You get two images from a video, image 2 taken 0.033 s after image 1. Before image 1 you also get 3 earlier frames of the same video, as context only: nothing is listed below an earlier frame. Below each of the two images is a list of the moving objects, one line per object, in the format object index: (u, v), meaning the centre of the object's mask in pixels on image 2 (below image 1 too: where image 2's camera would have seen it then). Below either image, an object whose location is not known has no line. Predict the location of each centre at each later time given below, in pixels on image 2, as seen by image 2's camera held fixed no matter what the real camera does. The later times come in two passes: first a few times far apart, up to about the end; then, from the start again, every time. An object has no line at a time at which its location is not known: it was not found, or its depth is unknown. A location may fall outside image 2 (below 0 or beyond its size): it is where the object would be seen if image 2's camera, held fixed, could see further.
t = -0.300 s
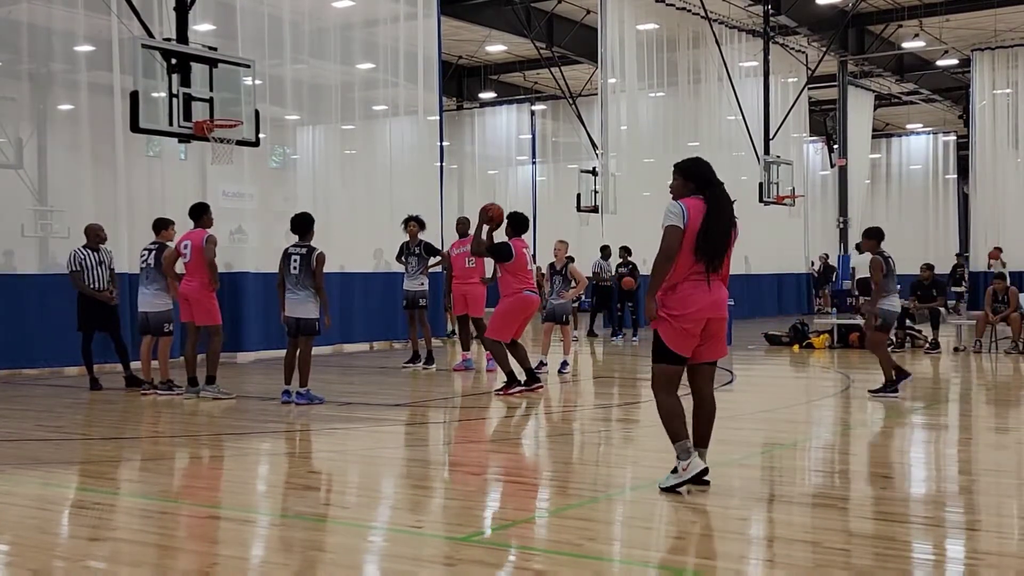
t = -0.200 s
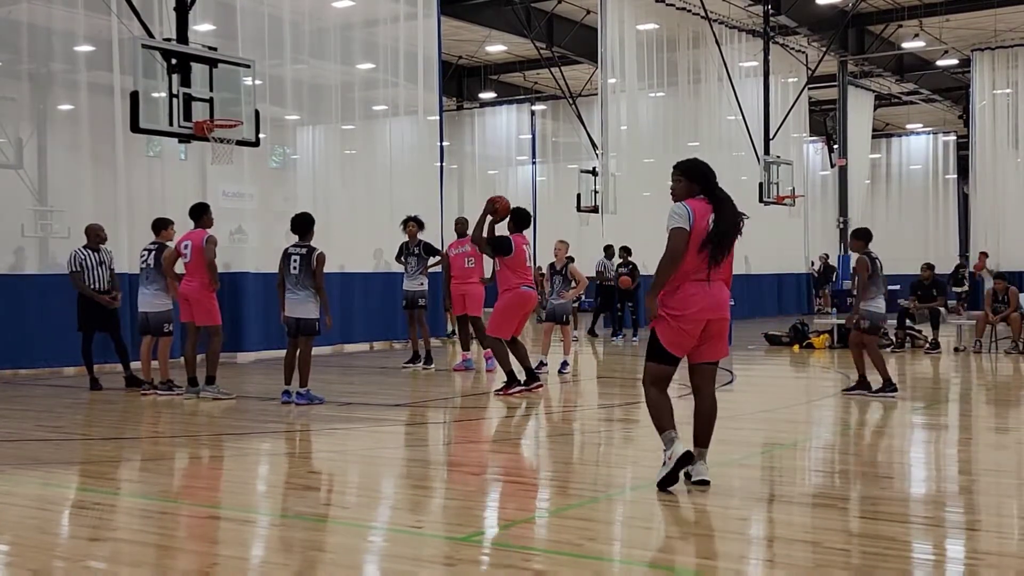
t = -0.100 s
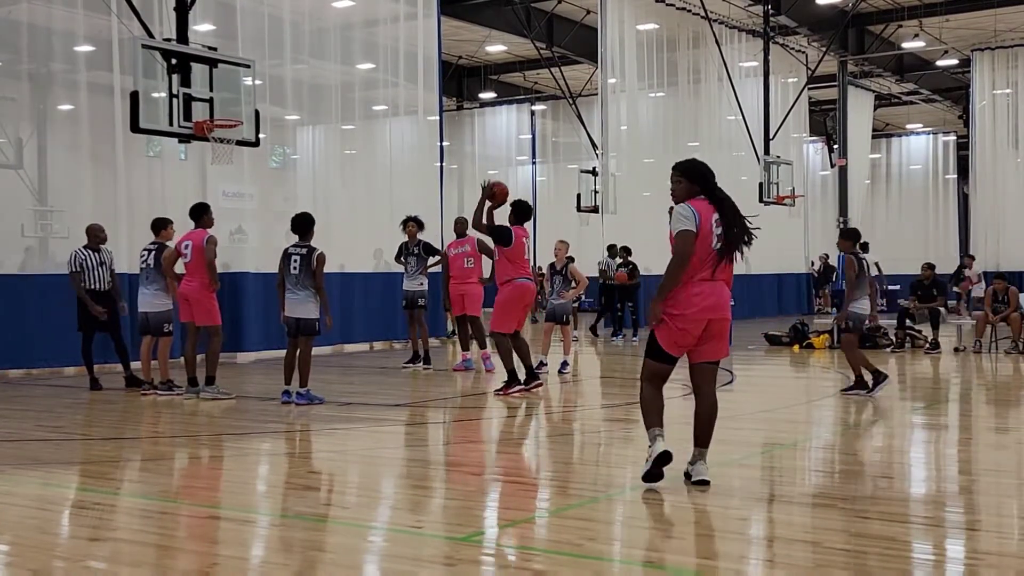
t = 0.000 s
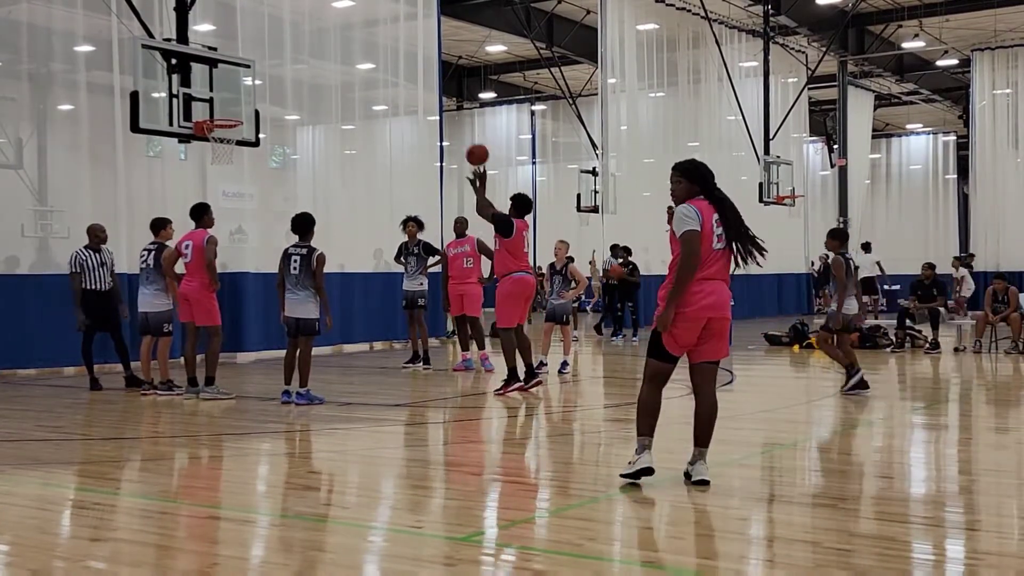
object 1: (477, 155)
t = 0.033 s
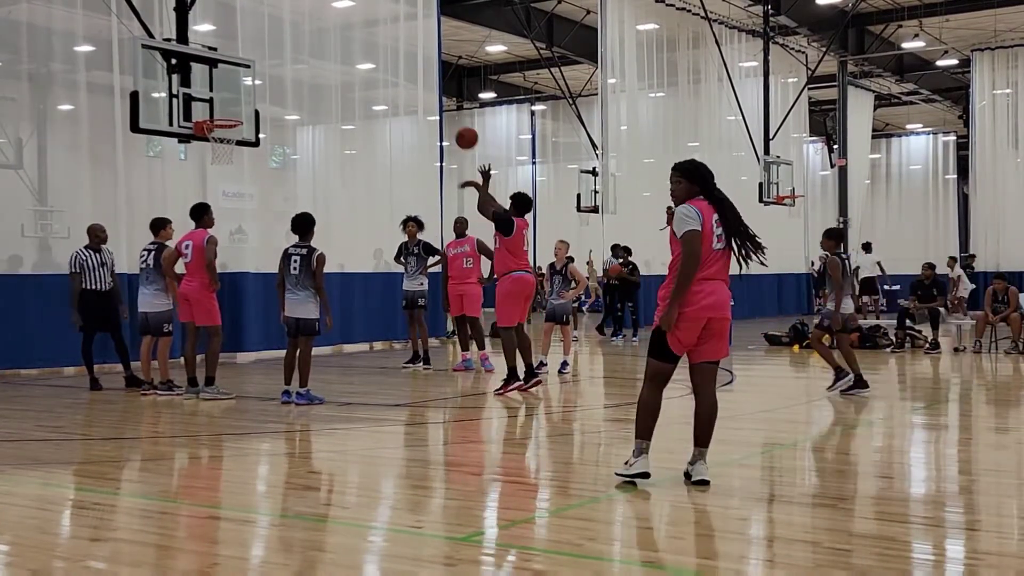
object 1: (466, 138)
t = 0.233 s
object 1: (406, 63)
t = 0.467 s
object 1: (344, 25)
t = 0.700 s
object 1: (287, 36)
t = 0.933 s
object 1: (236, 91)
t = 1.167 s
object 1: (227, 115)
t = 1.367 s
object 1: (218, 98)
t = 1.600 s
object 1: (207, 110)
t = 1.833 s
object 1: (224, 108)
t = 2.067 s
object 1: (222, 115)
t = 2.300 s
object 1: (222, 149)
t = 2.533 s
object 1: (228, 214)
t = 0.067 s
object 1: (456, 123)
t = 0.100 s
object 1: (446, 108)
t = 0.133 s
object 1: (436, 95)
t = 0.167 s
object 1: (426, 83)
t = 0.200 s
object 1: (416, 72)
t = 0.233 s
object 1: (406, 63)
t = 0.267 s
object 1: (397, 54)
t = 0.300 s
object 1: (388, 47)
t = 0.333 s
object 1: (379, 40)
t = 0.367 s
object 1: (370, 35)
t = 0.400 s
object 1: (361, 31)
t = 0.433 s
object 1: (352, 28)
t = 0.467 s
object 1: (344, 25)
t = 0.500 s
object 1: (335, 24)
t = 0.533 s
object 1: (327, 24)
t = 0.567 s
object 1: (319, 25)
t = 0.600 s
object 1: (310, 26)
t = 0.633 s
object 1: (302, 29)
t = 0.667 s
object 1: (294, 32)
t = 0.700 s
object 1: (287, 36)
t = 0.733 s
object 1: (279, 42)
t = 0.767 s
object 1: (272, 48)
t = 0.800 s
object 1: (264, 55)
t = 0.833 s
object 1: (257, 63)
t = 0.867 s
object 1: (250, 71)
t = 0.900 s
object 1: (243, 81)
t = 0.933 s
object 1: (236, 91)
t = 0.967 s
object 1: (229, 103)
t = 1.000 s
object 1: (222, 112)
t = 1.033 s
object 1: (220, 116)
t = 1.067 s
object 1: (221, 115)
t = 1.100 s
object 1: (222, 114)
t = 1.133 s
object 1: (225, 115)
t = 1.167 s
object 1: (227, 115)
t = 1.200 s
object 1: (226, 112)
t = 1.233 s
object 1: (225, 108)
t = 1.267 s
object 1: (222, 104)
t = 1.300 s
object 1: (221, 101)
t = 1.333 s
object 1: (219, 99)
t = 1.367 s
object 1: (218, 98)
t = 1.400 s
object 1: (217, 97)
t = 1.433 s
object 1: (215, 98)
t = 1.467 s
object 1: (213, 99)
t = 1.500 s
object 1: (211, 102)
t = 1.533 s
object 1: (210, 105)
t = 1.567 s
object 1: (208, 109)
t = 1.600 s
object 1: (207, 110)
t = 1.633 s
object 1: (210, 108)
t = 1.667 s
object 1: (212, 107)
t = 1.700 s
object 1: (214, 105)
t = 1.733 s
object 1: (217, 104)
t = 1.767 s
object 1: (219, 105)
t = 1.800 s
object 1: (221, 106)
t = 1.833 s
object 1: (224, 108)
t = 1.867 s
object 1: (227, 111)
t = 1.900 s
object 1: (229, 113)
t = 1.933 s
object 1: (231, 115)
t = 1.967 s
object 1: (228, 114)
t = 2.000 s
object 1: (226, 114)
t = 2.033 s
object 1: (224, 114)
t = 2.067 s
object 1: (222, 115)
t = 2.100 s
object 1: (220, 116)
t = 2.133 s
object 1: (220, 117)
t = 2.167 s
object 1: (220, 124)
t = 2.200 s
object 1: (220, 127)
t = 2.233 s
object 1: (225, 138)
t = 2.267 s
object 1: (222, 143)
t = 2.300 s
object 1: (222, 149)
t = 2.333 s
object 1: (223, 156)
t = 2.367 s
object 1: (224, 164)
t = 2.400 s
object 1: (225, 172)
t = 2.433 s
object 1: (226, 181)
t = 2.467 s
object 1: (226, 191)
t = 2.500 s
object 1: (227, 202)
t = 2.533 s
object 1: (228, 214)
